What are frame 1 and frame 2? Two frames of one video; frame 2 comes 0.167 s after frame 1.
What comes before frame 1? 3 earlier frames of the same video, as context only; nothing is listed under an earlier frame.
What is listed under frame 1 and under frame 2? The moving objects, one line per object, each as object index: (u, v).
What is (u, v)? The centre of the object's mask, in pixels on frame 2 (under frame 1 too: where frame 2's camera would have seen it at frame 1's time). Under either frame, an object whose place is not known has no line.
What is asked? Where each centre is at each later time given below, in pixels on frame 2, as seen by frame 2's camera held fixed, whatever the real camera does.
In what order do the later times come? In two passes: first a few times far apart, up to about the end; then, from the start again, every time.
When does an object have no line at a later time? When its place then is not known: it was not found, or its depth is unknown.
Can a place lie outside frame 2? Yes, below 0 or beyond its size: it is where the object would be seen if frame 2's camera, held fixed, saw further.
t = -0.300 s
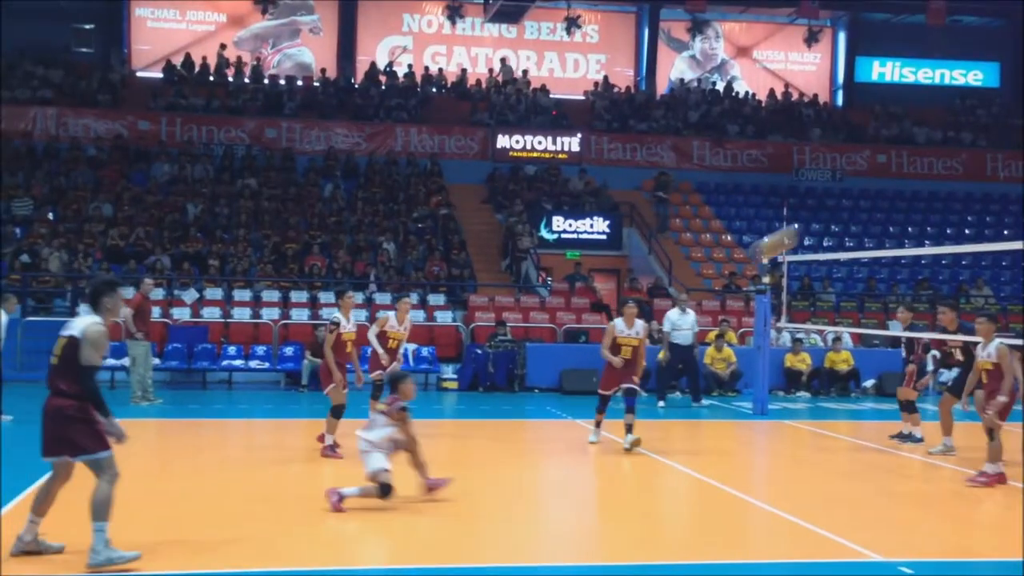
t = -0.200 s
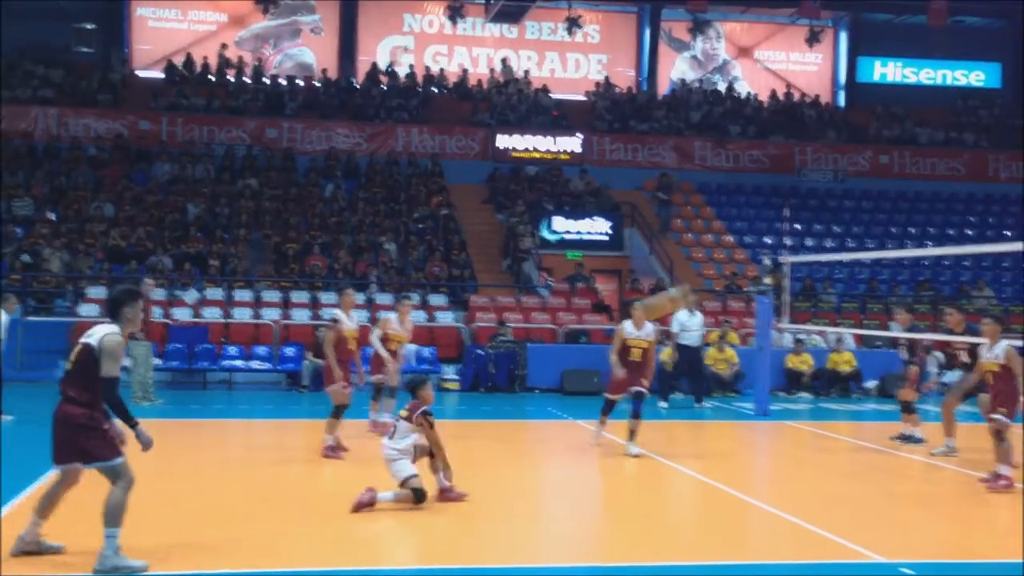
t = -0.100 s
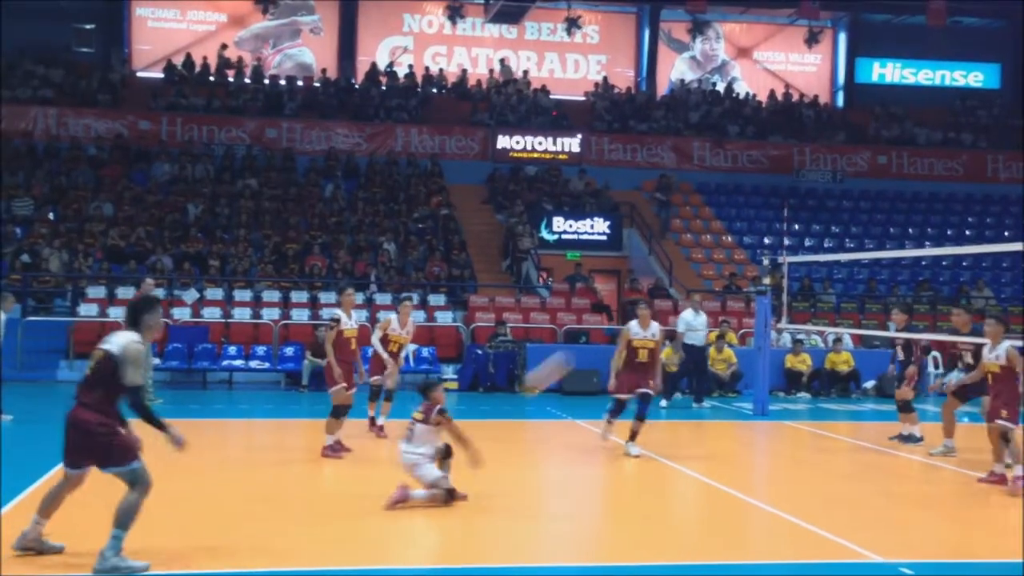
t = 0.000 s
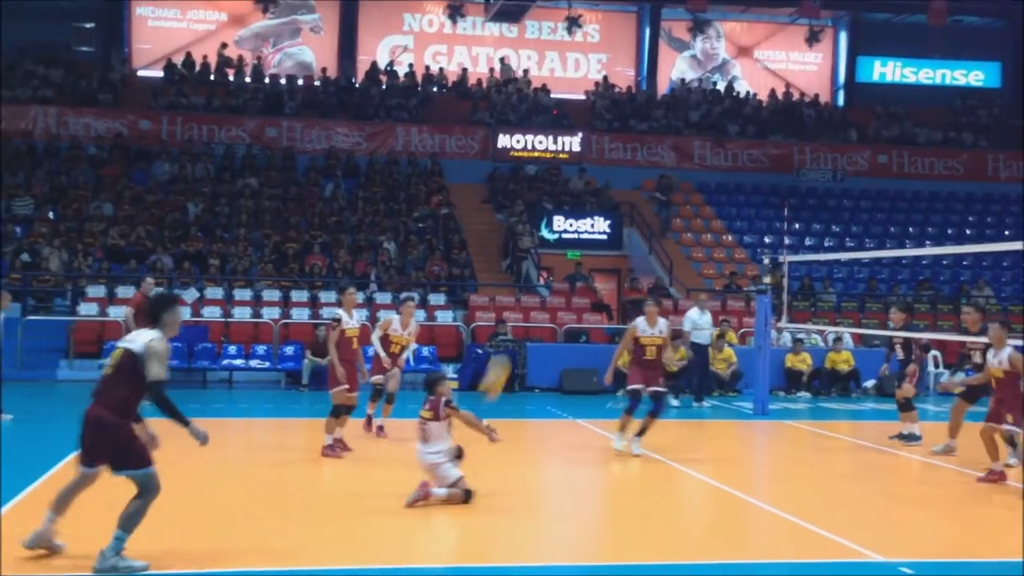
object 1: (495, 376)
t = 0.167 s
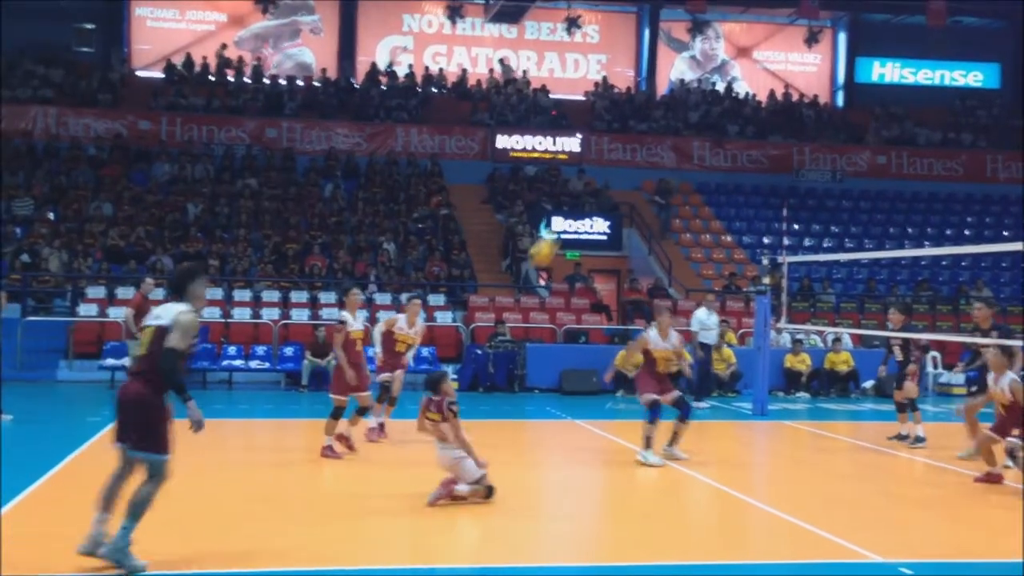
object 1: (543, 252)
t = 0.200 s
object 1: (554, 227)
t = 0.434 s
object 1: (613, 116)
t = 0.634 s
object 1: (656, 72)
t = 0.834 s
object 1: (694, 67)
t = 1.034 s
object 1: (728, 102)
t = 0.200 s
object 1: (554, 227)
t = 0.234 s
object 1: (564, 202)
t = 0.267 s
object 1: (573, 188)
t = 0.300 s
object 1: (581, 170)
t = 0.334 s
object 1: (588, 155)
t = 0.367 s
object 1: (596, 141)
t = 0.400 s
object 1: (605, 128)
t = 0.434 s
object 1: (613, 116)
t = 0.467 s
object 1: (620, 106)
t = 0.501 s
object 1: (628, 97)
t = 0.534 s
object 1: (637, 89)
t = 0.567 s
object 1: (643, 80)
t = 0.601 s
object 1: (649, 76)
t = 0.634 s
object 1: (656, 72)
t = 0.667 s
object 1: (663, 67)
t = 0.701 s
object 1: (670, 66)
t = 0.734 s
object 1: (677, 64)
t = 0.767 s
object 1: (683, 64)
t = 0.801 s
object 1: (689, 65)
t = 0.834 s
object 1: (694, 67)
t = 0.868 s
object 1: (702, 71)
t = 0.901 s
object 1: (707, 75)
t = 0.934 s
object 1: (713, 78)
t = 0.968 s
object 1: (718, 85)
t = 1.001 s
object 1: (722, 94)
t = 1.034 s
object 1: (728, 102)
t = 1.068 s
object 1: (733, 110)
